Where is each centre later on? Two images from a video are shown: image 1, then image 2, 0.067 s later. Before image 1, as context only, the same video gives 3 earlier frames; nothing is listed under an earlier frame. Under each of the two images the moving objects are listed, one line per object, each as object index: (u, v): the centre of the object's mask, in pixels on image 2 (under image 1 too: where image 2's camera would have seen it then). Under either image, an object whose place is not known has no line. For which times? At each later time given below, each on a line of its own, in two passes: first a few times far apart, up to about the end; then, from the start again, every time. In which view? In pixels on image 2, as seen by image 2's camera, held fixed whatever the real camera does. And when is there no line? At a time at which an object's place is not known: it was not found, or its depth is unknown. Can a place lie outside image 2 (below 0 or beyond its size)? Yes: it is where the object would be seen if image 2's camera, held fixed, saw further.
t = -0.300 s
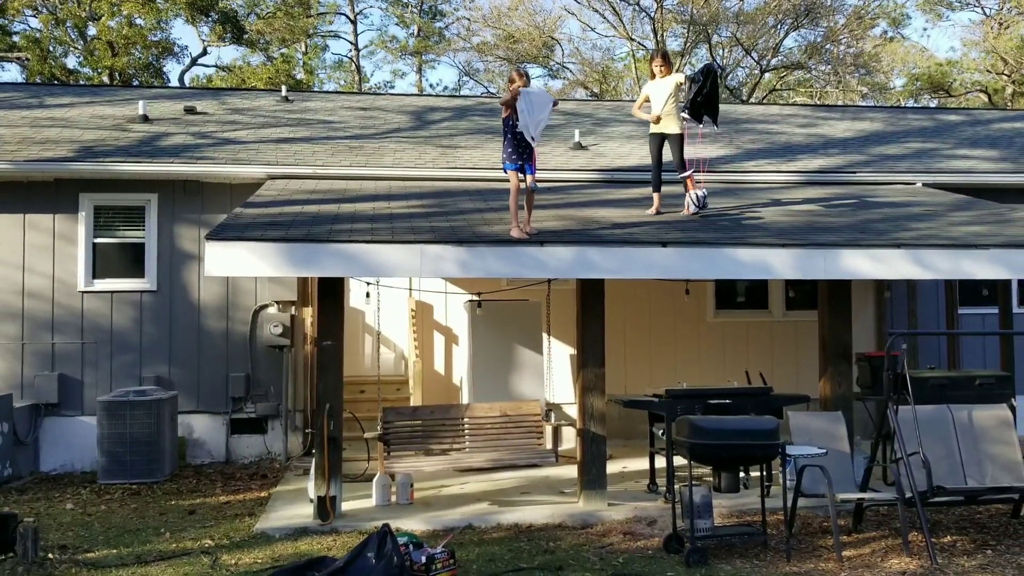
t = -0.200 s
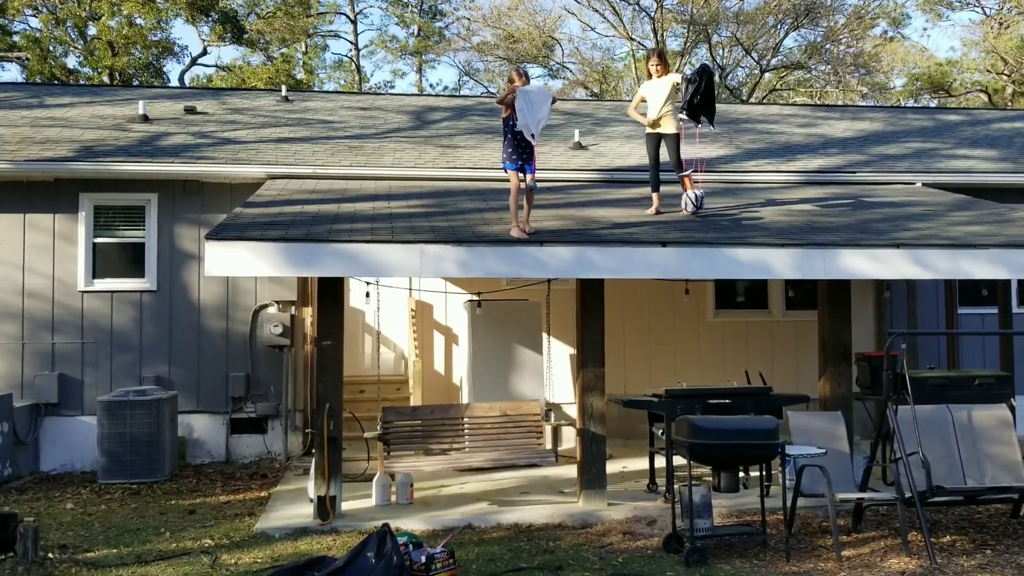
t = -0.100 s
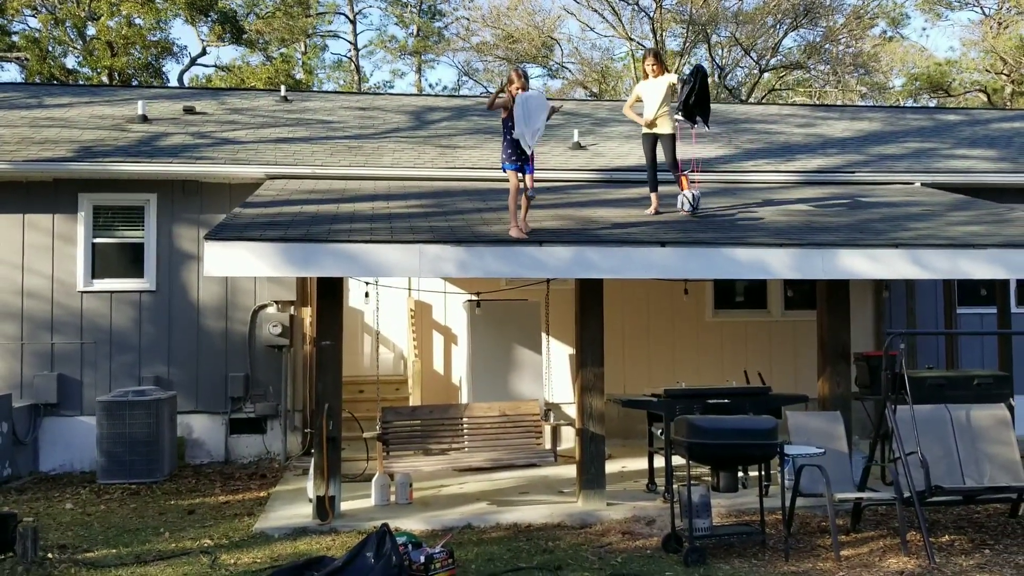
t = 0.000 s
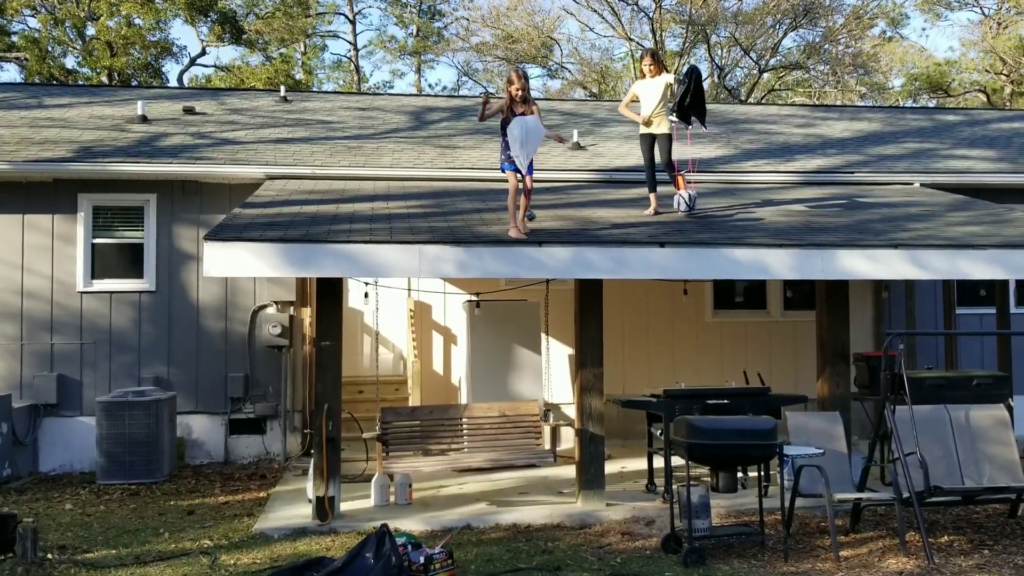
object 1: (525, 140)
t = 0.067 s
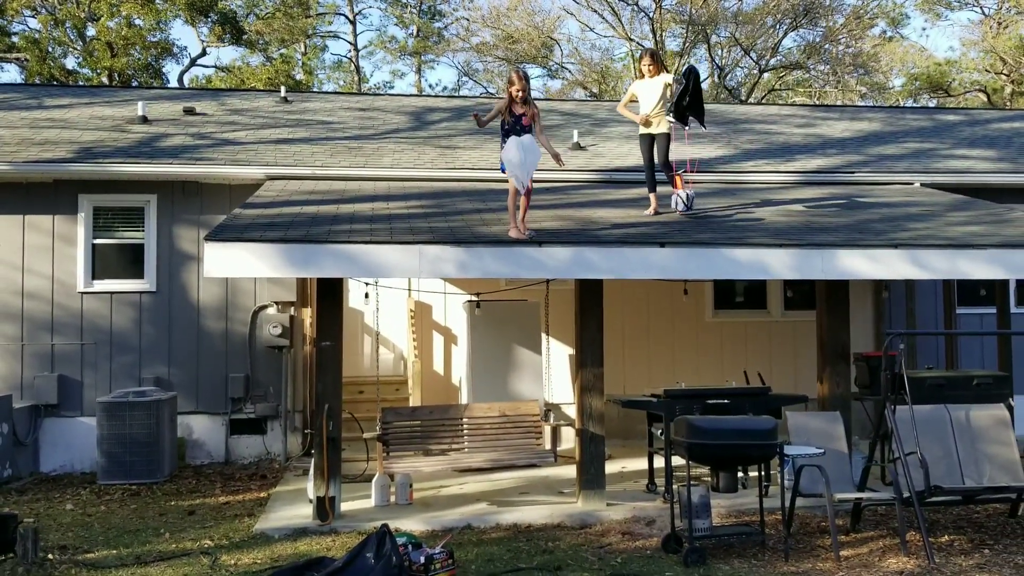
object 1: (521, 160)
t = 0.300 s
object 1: (514, 249)
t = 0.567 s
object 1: (527, 380)
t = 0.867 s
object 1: (506, 534)
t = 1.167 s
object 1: (486, 535)
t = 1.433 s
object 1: (483, 533)
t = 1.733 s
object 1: (484, 534)
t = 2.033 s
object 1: (484, 534)
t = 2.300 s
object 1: (484, 534)
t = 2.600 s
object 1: (483, 534)
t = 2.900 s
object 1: (483, 534)
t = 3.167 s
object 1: (483, 534)
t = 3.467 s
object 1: (483, 534)
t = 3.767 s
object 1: (484, 534)
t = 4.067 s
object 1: (483, 534)
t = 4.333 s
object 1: (484, 534)
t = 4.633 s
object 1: (483, 534)
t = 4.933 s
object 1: (483, 533)
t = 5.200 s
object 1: (483, 534)
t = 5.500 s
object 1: (483, 534)
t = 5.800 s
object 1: (483, 534)
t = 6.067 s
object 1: (483, 534)
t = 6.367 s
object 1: (483, 534)
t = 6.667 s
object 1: (483, 534)
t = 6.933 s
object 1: (483, 534)
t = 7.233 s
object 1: (483, 534)
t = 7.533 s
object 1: (483, 534)
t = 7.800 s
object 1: (483, 534)
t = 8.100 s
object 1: (483, 534)
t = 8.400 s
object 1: (483, 534)
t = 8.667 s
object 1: (483, 534)
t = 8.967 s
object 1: (483, 534)
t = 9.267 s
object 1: (483, 534)
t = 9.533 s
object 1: (483, 534)
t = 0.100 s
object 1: (520, 171)
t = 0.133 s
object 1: (519, 184)
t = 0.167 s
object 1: (517, 198)
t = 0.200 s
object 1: (516, 212)
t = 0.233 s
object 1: (515, 223)
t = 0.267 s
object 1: (514, 236)
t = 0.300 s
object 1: (514, 249)
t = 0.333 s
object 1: (514, 264)
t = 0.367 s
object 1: (516, 278)
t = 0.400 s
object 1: (518, 294)
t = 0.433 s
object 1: (520, 310)
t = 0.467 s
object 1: (522, 327)
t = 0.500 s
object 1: (523, 344)
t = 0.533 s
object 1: (525, 363)
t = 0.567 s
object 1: (527, 380)
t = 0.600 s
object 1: (527, 401)
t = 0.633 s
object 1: (526, 422)
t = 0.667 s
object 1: (525, 442)
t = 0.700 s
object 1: (523, 463)
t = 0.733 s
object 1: (519, 483)
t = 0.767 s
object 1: (516, 502)
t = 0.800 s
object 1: (513, 519)
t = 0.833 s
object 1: (510, 529)
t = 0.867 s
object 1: (506, 534)
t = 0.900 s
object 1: (502, 535)
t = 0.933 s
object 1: (499, 535)
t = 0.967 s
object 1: (496, 535)
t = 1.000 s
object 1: (492, 535)
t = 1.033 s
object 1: (490, 535)
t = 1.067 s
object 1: (489, 535)
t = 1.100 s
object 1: (488, 535)
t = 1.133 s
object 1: (487, 535)
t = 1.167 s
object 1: (486, 535)
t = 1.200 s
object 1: (485, 535)
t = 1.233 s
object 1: (484, 534)
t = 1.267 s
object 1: (484, 534)
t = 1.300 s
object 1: (484, 534)
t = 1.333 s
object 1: (484, 534)
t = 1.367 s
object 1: (483, 533)
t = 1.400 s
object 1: (483, 534)
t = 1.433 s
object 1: (483, 533)
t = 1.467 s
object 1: (483, 534)
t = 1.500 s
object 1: (483, 534)
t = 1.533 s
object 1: (483, 534)
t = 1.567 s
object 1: (483, 534)
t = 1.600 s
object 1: (484, 534)
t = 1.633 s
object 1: (484, 534)
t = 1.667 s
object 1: (484, 534)
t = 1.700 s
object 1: (483, 534)
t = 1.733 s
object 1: (484, 534)
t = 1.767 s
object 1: (484, 534)
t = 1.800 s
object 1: (484, 534)
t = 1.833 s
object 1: (484, 534)
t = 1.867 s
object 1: (484, 534)
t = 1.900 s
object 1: (484, 534)
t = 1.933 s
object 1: (484, 534)
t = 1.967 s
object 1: (484, 534)
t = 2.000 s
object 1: (484, 534)
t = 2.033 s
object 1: (484, 534)
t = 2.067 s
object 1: (484, 534)
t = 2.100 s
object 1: (484, 534)
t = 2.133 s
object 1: (484, 534)
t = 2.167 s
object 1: (484, 534)
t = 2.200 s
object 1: (484, 534)
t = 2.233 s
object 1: (484, 534)
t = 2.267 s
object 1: (484, 534)
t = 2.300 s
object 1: (484, 534)
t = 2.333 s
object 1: (484, 534)
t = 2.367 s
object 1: (484, 534)
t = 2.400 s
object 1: (484, 534)
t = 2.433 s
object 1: (484, 534)
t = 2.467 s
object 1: (484, 534)
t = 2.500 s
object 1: (484, 534)
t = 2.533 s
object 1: (484, 534)
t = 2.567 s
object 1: (483, 534)
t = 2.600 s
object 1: (483, 534)
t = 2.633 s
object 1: (483, 534)
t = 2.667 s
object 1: (483, 534)
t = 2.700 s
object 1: (483, 534)
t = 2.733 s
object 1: (483, 534)
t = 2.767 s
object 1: (483, 534)
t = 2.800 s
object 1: (483, 534)
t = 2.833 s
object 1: (483, 534)
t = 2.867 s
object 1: (483, 534)
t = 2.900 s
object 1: (483, 534)
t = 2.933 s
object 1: (483, 534)
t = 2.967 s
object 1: (483, 534)
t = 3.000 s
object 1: (483, 534)
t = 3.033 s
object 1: (483, 534)
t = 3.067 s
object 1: (483, 534)
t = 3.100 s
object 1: (483, 534)
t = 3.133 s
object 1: (483, 534)
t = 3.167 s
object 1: (483, 534)
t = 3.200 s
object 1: (483, 534)
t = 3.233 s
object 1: (483, 534)
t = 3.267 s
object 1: (483, 534)
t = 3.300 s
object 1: (483, 534)
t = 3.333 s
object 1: (483, 534)
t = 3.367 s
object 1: (483, 534)
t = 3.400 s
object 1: (483, 534)
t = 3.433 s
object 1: (484, 534)
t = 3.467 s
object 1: (483, 534)
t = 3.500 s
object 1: (484, 534)
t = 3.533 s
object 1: (484, 534)
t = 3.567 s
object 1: (483, 534)
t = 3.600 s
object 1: (484, 534)
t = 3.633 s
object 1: (484, 534)
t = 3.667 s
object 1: (484, 534)
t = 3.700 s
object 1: (484, 534)
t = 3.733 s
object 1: (484, 534)
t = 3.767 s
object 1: (484, 534)
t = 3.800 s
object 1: (484, 534)
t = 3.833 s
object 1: (484, 534)
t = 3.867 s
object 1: (484, 534)
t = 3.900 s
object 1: (484, 534)
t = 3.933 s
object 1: (484, 534)
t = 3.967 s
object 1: (484, 534)
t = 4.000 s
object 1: (484, 534)
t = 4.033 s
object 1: (484, 534)
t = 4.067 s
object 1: (483, 534)
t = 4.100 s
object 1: (484, 534)
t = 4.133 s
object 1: (483, 534)
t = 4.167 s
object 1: (484, 534)
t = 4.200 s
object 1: (484, 534)
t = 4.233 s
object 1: (484, 534)
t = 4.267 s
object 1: (484, 534)
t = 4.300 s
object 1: (484, 534)
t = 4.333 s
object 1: (484, 534)
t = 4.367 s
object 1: (483, 534)
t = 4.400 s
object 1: (483, 534)
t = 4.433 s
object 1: (483, 534)
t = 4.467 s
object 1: (483, 534)
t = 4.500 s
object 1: (483, 534)
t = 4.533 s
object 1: (483, 534)
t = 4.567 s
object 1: (483, 534)
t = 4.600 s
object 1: (483, 534)
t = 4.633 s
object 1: (483, 534)
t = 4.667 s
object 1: (483, 534)
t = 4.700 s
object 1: (483, 534)
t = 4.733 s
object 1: (483, 534)
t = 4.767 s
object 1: (483, 534)
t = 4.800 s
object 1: (483, 533)
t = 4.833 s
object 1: (483, 534)
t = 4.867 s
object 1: (483, 534)
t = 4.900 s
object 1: (483, 533)
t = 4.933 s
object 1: (483, 533)
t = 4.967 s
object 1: (483, 534)
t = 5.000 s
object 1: (483, 534)
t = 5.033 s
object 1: (483, 534)
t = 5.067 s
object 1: (483, 534)
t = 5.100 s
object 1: (483, 534)
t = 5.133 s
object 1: (483, 534)
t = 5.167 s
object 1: (483, 534)
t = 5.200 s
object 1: (483, 534)
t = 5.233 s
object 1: (483, 534)
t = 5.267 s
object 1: (483, 534)
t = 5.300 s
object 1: (483, 534)
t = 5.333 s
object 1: (483, 534)
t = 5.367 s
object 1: (483, 534)
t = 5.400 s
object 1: (483, 534)
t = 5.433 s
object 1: (483, 534)
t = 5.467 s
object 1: (483, 534)
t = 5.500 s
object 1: (483, 534)
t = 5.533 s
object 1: (483, 534)
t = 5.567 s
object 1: (483, 534)
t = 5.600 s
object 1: (483, 534)
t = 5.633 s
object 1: (483, 534)
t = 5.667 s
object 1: (483, 534)
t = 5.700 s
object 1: (483, 534)
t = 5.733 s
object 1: (483, 534)
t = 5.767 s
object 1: (483, 534)
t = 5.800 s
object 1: (483, 534)
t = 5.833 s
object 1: (483, 534)
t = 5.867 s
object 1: (483, 534)
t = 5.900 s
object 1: (483, 534)
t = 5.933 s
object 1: (483, 534)
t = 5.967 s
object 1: (483, 534)
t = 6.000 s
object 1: (483, 534)
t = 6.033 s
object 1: (483, 534)
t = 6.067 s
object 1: (483, 534)
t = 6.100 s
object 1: (483, 534)
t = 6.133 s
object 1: (483, 534)
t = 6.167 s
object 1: (483, 534)
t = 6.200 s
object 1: (483, 534)
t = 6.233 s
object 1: (483, 534)
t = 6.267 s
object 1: (483, 534)
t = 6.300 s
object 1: (483, 534)
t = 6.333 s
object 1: (483, 534)
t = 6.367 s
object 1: (483, 534)
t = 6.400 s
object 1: (483, 534)
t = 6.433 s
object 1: (483, 534)
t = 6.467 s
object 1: (483, 534)
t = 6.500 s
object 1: (483, 534)
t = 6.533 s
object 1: (483, 534)
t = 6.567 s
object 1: (483, 534)
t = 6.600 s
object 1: (483, 534)
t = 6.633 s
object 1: (483, 534)
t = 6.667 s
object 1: (483, 534)
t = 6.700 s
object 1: (483, 534)
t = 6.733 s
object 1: (483, 534)
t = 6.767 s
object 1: (483, 534)
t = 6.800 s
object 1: (483, 534)
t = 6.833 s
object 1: (483, 534)
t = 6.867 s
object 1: (483, 534)
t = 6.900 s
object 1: (483, 534)
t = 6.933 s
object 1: (483, 534)
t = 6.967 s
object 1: (483, 534)
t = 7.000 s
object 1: (483, 534)
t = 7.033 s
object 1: (483, 534)
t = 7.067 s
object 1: (483, 534)
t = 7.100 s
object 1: (483, 534)
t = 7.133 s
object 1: (483, 534)
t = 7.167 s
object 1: (483, 534)
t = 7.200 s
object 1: (483, 534)
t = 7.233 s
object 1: (483, 534)
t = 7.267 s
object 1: (483, 534)
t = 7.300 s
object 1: (483, 534)
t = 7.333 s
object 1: (483, 534)
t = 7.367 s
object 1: (483, 534)
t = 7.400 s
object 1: (483, 534)
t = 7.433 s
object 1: (483, 534)
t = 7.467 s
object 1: (483, 534)
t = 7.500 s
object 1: (483, 534)
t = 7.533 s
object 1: (483, 534)
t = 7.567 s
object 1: (483, 534)
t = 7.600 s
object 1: (483, 534)
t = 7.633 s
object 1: (483, 534)
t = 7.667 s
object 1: (483, 534)
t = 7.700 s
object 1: (483, 534)
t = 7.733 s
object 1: (483, 534)
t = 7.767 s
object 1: (483, 534)
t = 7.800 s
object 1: (483, 534)
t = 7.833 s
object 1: (483, 534)
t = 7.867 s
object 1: (483, 534)
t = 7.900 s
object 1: (483, 534)
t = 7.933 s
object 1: (483, 534)
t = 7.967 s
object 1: (483, 534)
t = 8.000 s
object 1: (483, 534)
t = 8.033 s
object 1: (483, 534)
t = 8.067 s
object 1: (483, 534)
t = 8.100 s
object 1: (483, 534)
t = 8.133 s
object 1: (483, 534)
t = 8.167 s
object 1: (483, 534)
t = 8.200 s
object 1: (483, 534)
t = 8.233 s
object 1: (483, 534)
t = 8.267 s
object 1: (483, 534)
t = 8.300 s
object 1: (483, 534)
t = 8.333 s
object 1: (483, 534)
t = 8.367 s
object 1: (483, 534)
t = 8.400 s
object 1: (483, 534)
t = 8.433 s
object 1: (483, 534)
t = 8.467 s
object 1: (483, 534)
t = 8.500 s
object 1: (483, 534)
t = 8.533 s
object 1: (483, 534)
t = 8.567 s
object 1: (483, 534)
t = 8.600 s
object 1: (483, 534)
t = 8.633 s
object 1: (483, 534)
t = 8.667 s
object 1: (483, 534)
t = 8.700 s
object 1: (483, 534)
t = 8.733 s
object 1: (483, 534)
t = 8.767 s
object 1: (483, 534)
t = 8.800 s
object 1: (483, 534)
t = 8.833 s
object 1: (483, 534)
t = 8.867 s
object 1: (483, 534)
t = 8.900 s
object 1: (483, 534)
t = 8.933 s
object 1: (483, 534)
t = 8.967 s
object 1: (483, 534)
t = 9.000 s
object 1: (483, 534)
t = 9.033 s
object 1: (483, 534)
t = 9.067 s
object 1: (483, 534)
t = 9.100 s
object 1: (483, 534)
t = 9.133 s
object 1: (483, 534)
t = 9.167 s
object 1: (483, 534)
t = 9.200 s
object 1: (483, 534)
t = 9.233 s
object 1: (483, 534)
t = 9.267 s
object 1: (483, 534)
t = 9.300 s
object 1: (483, 534)
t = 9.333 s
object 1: (483, 534)
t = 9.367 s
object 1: (483, 534)
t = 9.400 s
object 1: (483, 534)
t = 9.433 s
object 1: (483, 534)
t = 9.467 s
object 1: (483, 534)
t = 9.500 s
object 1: (483, 534)
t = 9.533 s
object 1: (483, 534)
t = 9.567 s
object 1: (483, 534)
